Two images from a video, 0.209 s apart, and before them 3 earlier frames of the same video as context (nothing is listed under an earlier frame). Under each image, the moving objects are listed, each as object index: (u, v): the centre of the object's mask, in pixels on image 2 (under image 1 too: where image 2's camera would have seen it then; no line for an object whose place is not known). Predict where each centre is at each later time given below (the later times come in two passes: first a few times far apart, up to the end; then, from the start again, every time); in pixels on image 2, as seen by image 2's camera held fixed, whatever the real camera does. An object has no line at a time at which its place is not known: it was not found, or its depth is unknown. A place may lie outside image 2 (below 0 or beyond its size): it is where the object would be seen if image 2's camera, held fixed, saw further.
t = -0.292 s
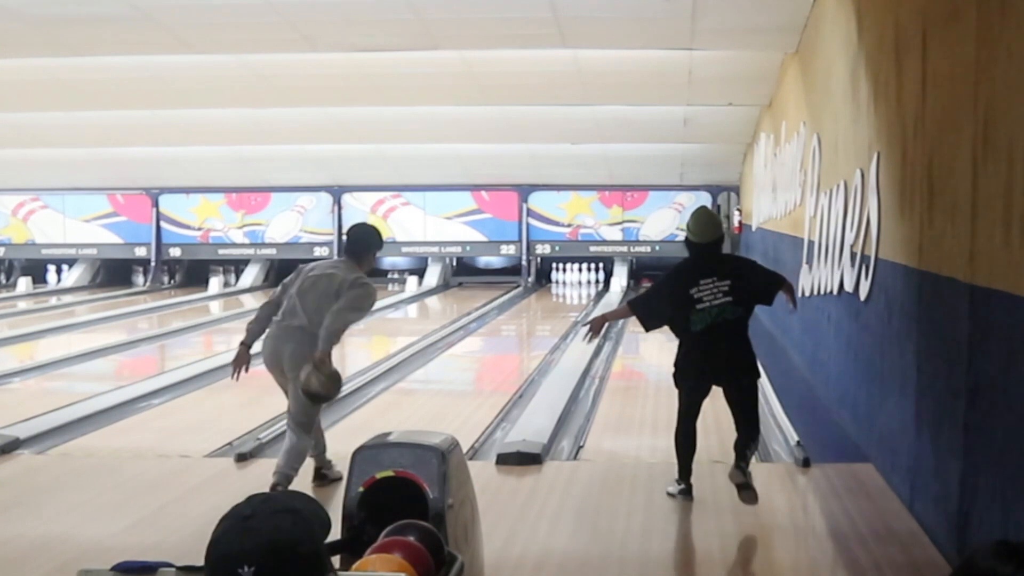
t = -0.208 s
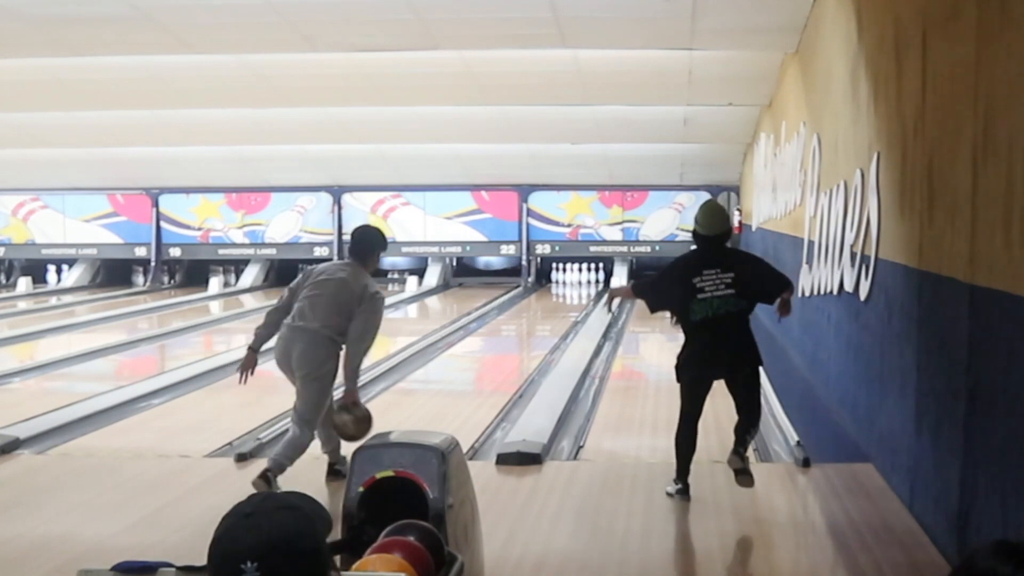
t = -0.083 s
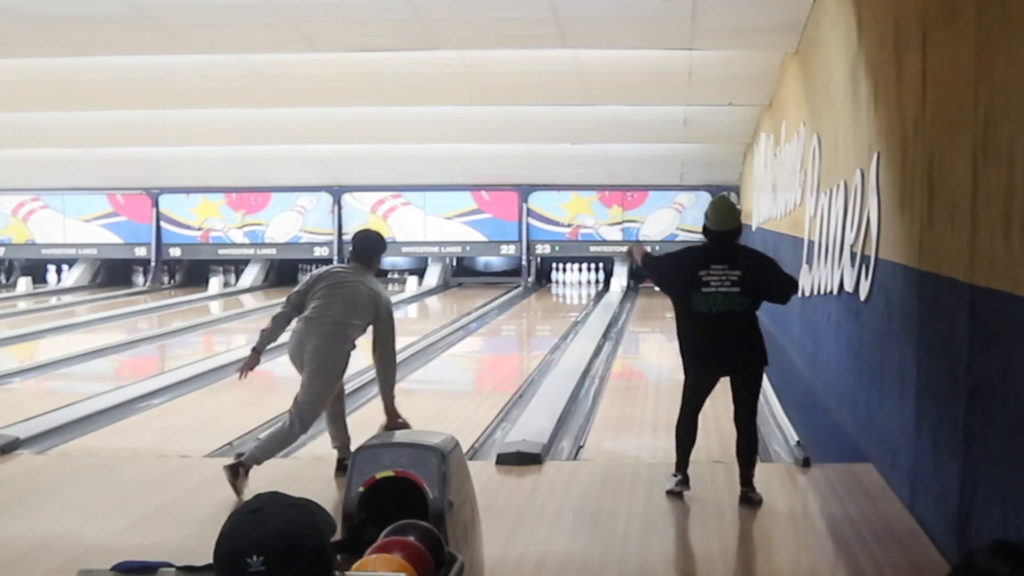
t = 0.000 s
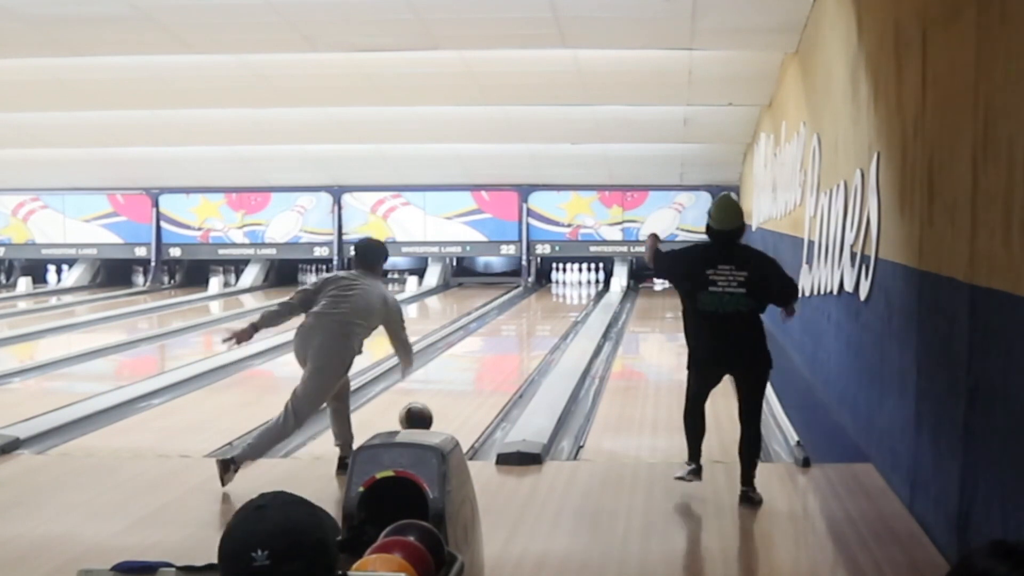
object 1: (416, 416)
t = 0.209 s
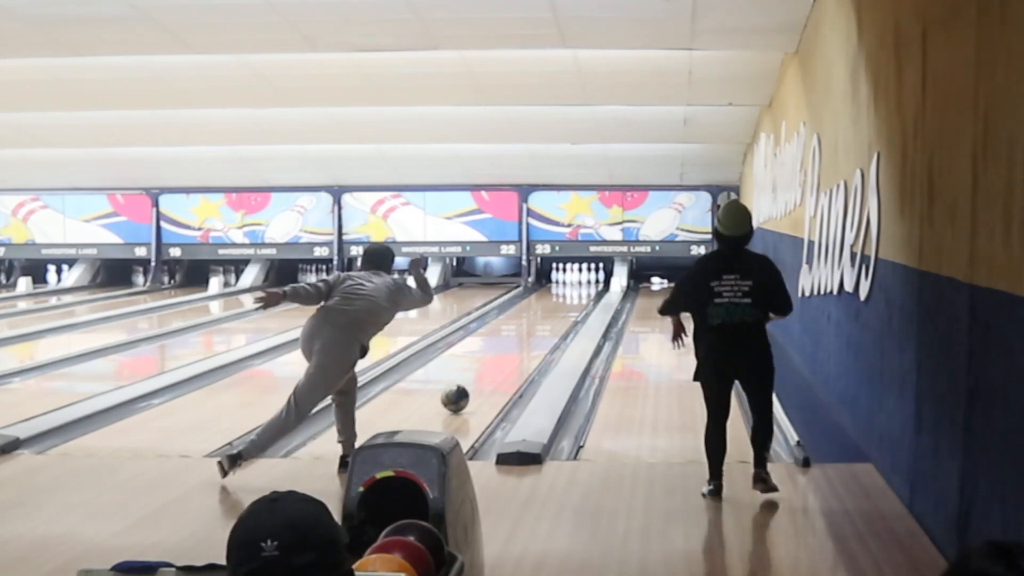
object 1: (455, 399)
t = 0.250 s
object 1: (460, 394)
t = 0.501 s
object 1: (490, 366)
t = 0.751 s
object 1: (511, 344)
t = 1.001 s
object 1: (528, 329)
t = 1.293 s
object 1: (542, 313)
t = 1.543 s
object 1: (551, 304)
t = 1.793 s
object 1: (558, 296)
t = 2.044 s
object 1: (562, 290)
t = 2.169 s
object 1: (564, 287)
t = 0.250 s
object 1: (460, 394)
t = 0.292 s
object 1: (467, 387)
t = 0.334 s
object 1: (471, 383)
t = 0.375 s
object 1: (477, 378)
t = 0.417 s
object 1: (481, 374)
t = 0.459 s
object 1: (486, 369)
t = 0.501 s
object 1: (490, 366)
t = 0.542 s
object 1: (495, 361)
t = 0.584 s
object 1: (498, 358)
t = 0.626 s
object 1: (502, 354)
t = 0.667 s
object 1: (505, 351)
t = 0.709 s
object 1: (509, 347)
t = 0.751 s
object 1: (511, 344)
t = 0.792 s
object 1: (516, 342)
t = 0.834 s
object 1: (518, 339)
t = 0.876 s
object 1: (521, 336)
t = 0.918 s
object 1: (523, 334)
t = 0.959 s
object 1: (526, 331)
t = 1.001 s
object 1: (528, 329)
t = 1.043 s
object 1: (530, 325)
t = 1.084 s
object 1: (532, 324)
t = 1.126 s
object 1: (535, 321)
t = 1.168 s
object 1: (537, 319)
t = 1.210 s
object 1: (540, 318)
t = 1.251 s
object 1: (540, 316)
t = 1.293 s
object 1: (542, 313)
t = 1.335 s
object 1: (543, 312)
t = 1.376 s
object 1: (546, 310)
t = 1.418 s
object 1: (547, 308)
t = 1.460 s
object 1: (549, 306)
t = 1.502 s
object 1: (550, 306)
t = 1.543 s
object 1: (551, 304)
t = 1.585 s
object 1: (552, 302)
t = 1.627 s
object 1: (554, 301)
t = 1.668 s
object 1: (555, 300)
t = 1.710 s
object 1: (556, 299)
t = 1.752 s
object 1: (557, 297)
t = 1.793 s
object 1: (558, 296)
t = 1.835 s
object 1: (558, 295)
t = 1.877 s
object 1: (560, 293)
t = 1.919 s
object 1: (560, 293)
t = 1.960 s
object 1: (562, 292)
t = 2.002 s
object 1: (561, 291)
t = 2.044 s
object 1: (562, 290)
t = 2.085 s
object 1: (562, 288)
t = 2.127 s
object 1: (563, 288)
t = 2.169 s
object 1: (564, 287)
